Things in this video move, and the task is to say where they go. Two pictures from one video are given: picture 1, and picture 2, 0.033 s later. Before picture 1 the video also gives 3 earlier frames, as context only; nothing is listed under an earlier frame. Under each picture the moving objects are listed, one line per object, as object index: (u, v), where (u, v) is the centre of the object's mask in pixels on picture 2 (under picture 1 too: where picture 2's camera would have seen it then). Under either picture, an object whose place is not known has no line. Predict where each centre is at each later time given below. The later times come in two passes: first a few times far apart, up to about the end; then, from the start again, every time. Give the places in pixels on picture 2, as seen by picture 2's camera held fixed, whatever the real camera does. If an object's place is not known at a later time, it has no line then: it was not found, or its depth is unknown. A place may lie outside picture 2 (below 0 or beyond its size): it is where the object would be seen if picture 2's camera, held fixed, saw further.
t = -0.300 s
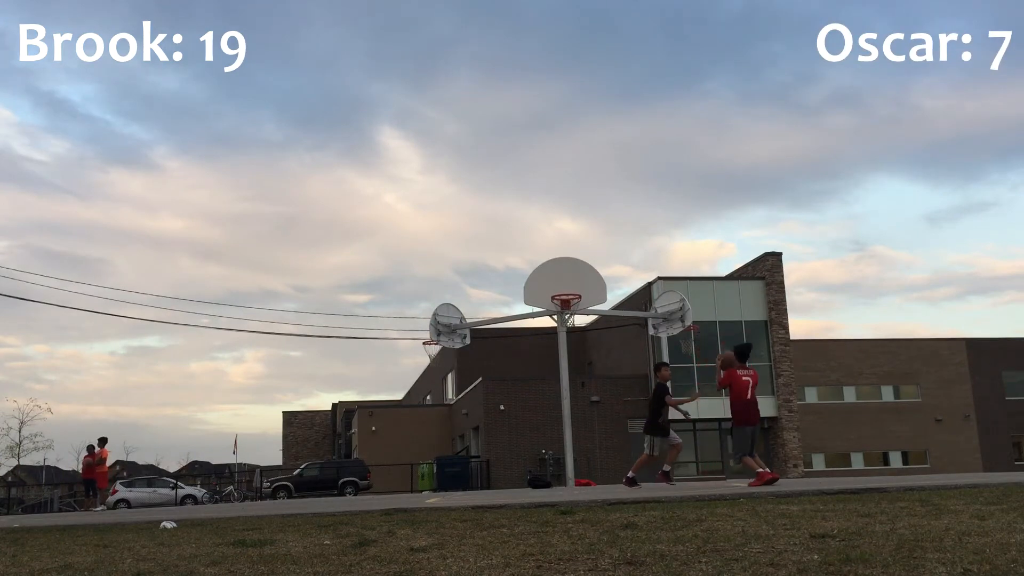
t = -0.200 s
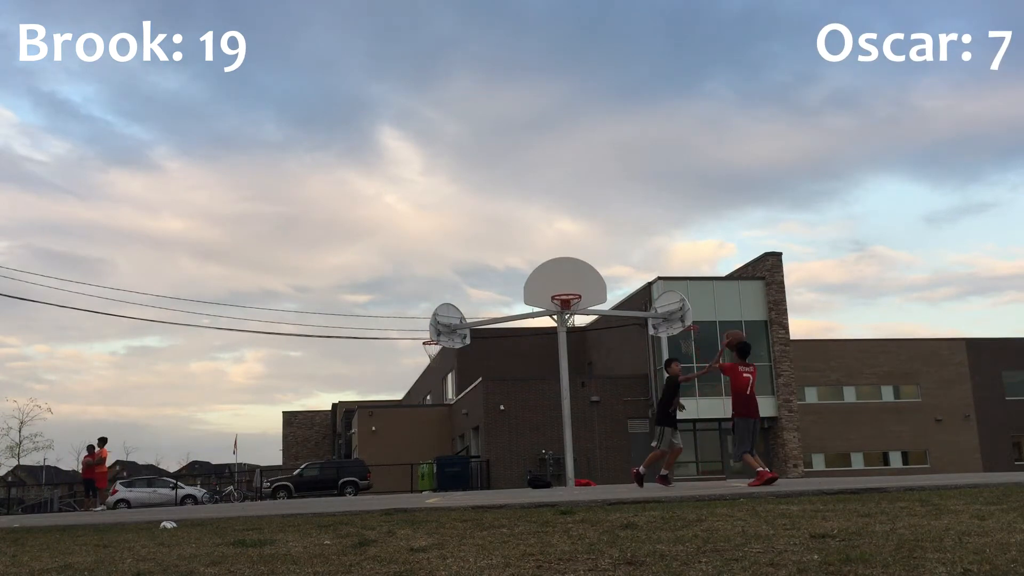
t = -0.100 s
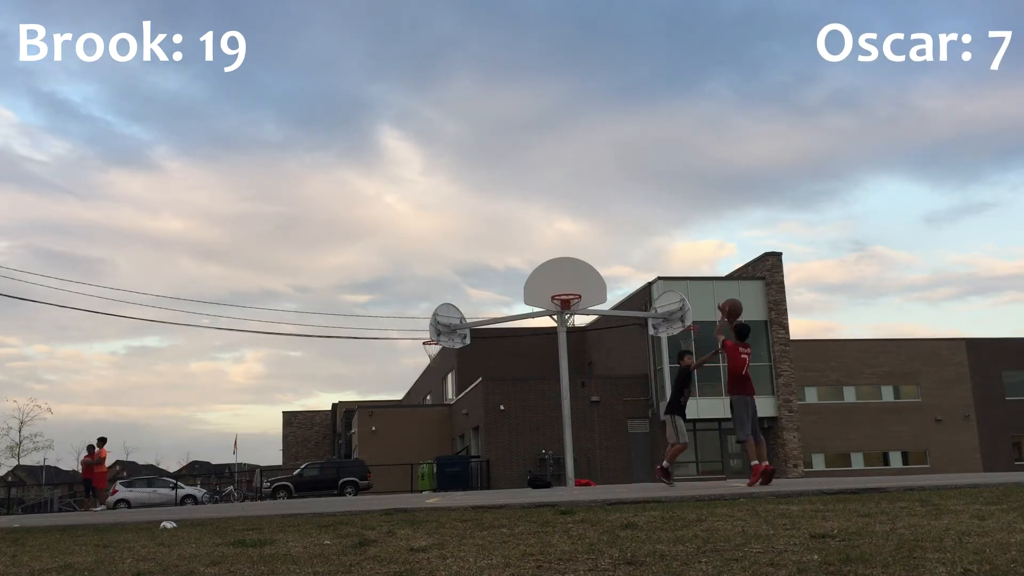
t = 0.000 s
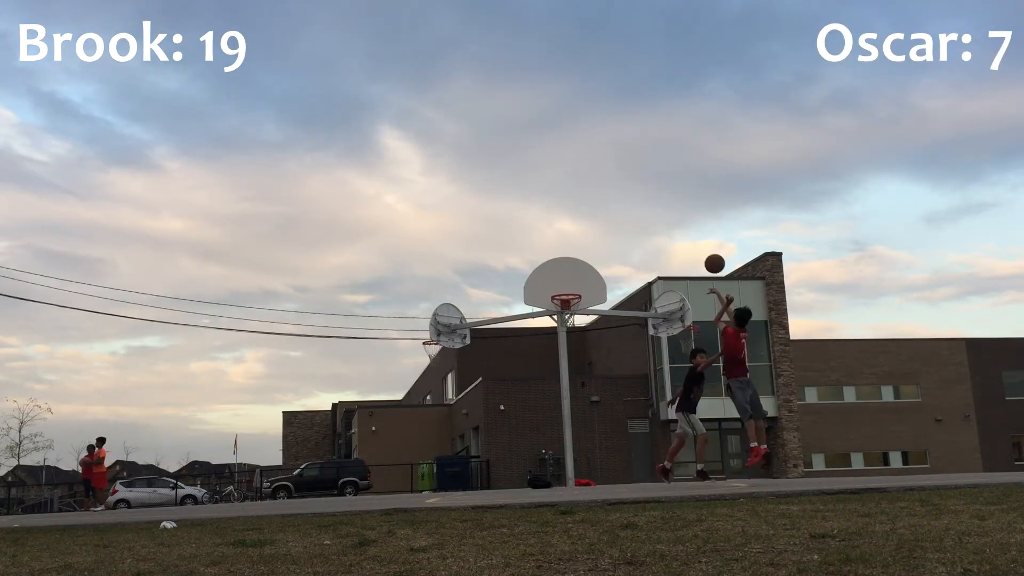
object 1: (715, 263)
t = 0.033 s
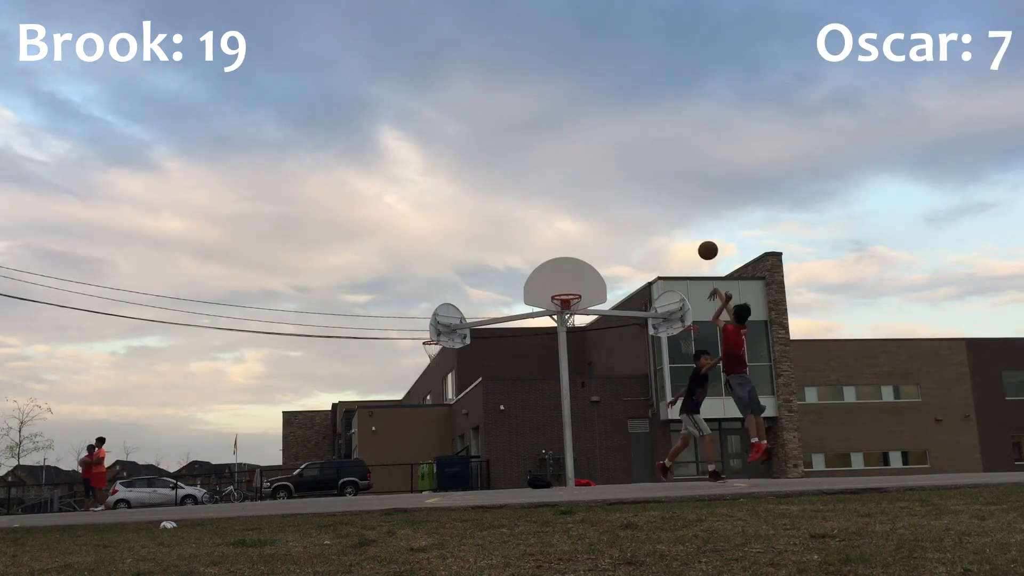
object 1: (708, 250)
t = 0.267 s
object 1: (666, 188)
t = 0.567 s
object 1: (625, 171)
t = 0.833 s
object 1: (595, 204)
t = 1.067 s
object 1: (574, 265)
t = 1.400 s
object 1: (563, 322)
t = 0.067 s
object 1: (701, 238)
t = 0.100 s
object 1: (695, 227)
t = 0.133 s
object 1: (689, 217)
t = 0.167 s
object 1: (683, 209)
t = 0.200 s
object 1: (677, 201)
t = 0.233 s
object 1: (672, 194)
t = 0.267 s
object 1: (666, 188)
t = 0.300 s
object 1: (661, 183)
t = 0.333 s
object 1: (656, 179)
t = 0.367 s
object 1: (651, 175)
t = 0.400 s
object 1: (647, 173)
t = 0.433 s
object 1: (642, 171)
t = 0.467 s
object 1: (638, 170)
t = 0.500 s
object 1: (633, 170)
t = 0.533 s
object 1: (629, 170)
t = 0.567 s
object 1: (625, 171)
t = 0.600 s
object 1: (621, 173)
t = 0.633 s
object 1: (617, 175)
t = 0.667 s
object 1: (613, 179)
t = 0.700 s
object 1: (609, 182)
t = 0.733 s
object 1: (606, 187)
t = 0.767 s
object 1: (602, 192)
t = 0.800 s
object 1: (599, 198)
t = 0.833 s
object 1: (595, 204)
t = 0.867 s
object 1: (592, 211)
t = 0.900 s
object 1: (589, 218)
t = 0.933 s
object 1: (586, 227)
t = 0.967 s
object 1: (582, 235)
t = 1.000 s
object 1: (579, 244)
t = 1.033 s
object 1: (577, 254)
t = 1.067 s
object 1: (574, 265)
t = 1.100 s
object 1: (571, 276)
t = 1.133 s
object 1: (568, 287)
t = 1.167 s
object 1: (566, 298)
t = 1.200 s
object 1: (564, 309)
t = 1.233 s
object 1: (563, 313)
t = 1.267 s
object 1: (563, 314)
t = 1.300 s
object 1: (563, 316)
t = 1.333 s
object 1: (563, 318)
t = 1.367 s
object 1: (563, 319)
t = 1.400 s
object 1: (563, 322)
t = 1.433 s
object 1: (563, 324)
